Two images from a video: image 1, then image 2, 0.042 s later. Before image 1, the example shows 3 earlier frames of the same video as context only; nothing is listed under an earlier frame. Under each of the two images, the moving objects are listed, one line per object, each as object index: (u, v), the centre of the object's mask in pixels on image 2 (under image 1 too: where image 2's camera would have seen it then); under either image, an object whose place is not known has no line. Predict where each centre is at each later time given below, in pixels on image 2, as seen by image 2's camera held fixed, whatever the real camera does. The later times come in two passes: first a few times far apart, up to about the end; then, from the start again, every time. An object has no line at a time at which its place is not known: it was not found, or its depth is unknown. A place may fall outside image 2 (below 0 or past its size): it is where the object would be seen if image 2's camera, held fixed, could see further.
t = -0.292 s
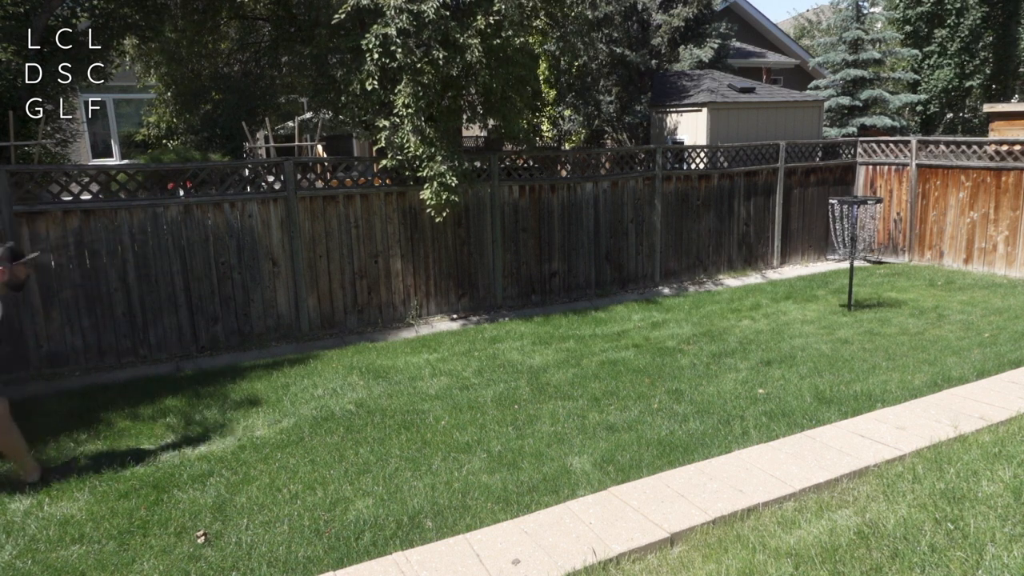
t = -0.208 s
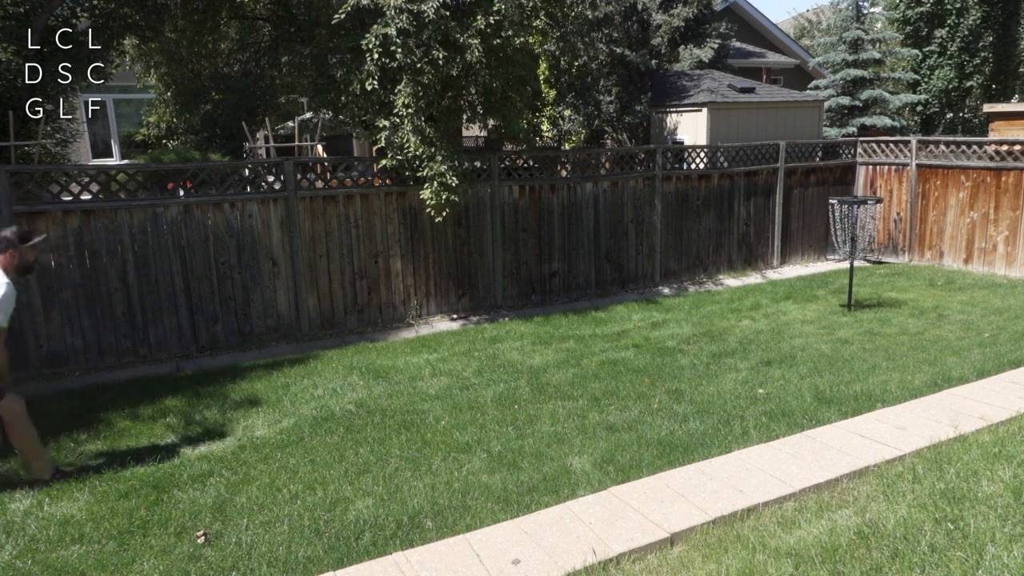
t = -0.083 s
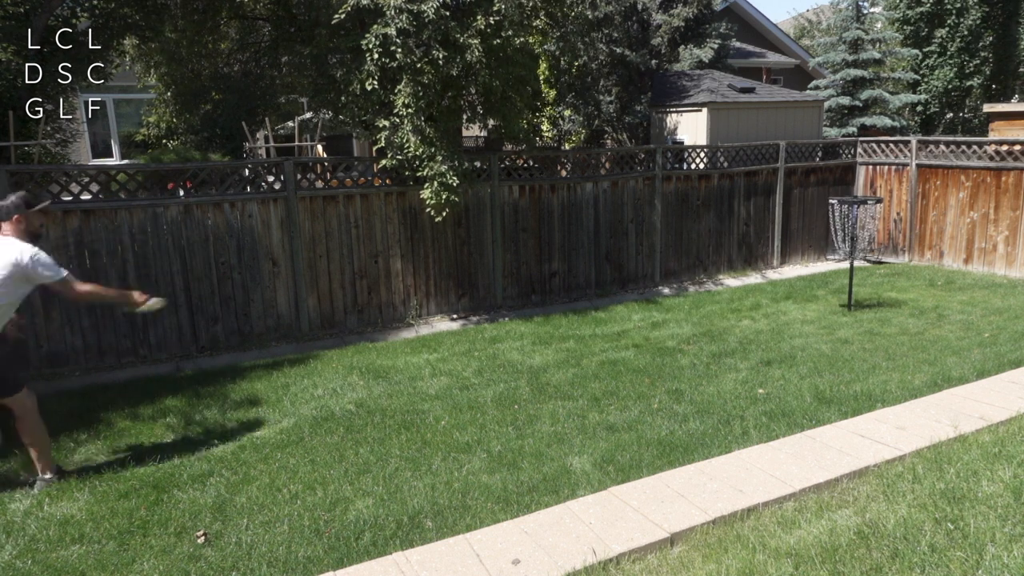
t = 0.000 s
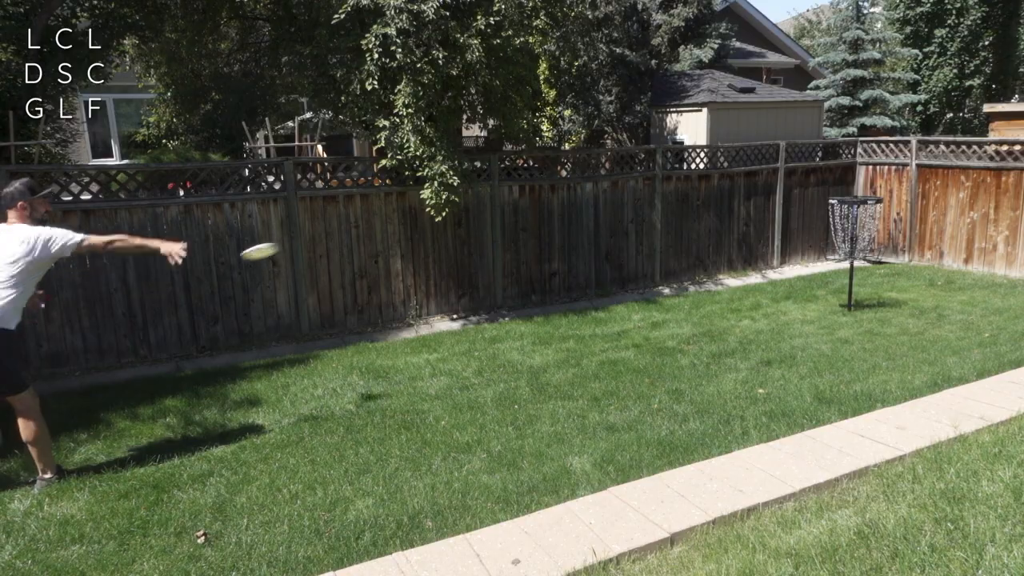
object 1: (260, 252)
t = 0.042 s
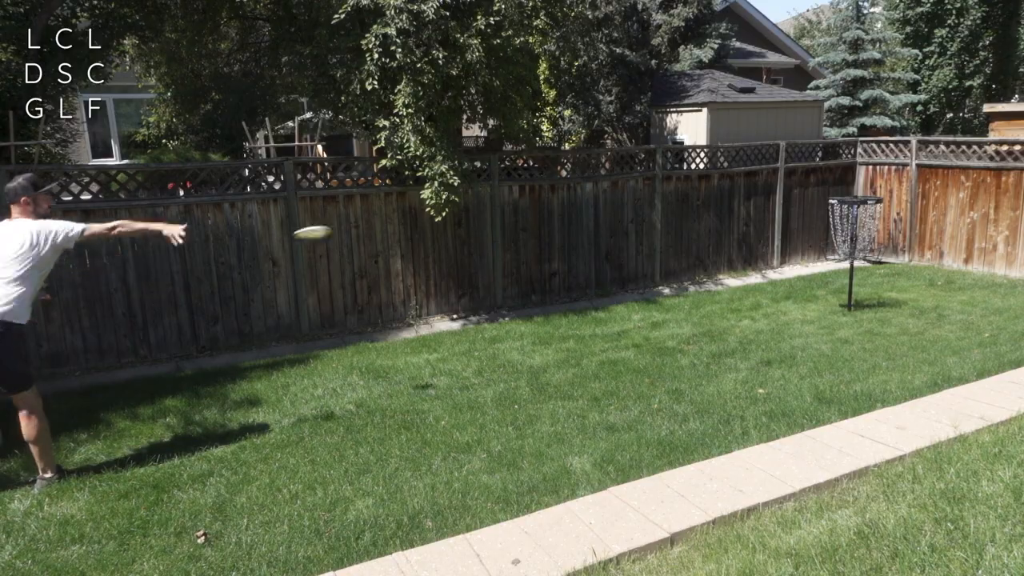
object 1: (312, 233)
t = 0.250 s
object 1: (529, 190)
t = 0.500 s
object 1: (726, 201)
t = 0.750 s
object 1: (836, 238)
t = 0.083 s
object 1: (363, 218)
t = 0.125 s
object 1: (411, 206)
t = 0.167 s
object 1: (455, 198)
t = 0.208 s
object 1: (497, 192)
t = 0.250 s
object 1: (529, 190)
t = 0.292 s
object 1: (567, 188)
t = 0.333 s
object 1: (603, 188)
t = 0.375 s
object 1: (637, 189)
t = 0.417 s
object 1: (669, 192)
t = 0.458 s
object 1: (698, 195)
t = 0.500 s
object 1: (726, 201)
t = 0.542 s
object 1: (751, 206)
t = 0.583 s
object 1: (776, 212)
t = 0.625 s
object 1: (797, 219)
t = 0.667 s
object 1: (818, 227)
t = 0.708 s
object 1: (833, 233)
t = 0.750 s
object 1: (836, 238)
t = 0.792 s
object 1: (835, 243)
